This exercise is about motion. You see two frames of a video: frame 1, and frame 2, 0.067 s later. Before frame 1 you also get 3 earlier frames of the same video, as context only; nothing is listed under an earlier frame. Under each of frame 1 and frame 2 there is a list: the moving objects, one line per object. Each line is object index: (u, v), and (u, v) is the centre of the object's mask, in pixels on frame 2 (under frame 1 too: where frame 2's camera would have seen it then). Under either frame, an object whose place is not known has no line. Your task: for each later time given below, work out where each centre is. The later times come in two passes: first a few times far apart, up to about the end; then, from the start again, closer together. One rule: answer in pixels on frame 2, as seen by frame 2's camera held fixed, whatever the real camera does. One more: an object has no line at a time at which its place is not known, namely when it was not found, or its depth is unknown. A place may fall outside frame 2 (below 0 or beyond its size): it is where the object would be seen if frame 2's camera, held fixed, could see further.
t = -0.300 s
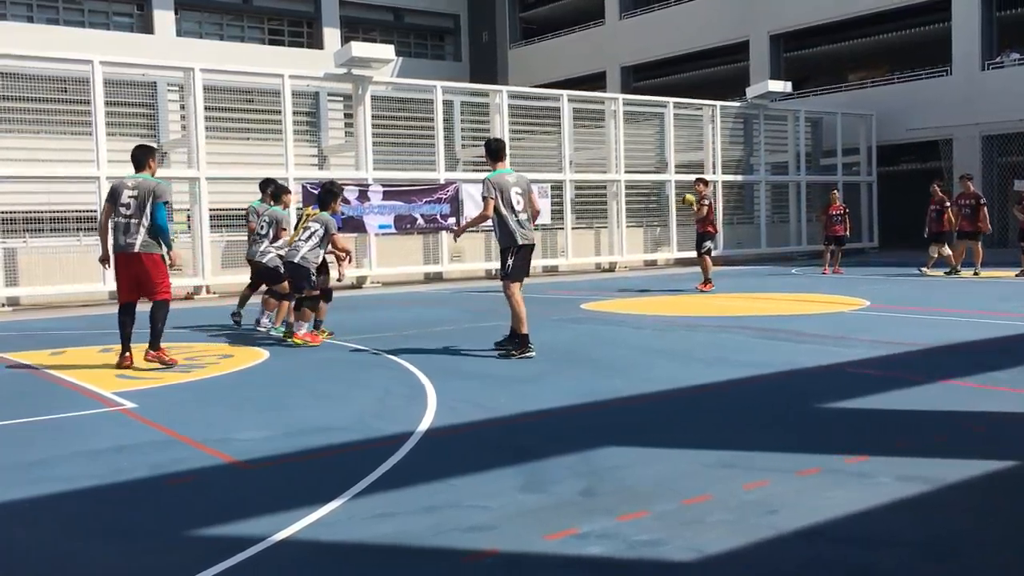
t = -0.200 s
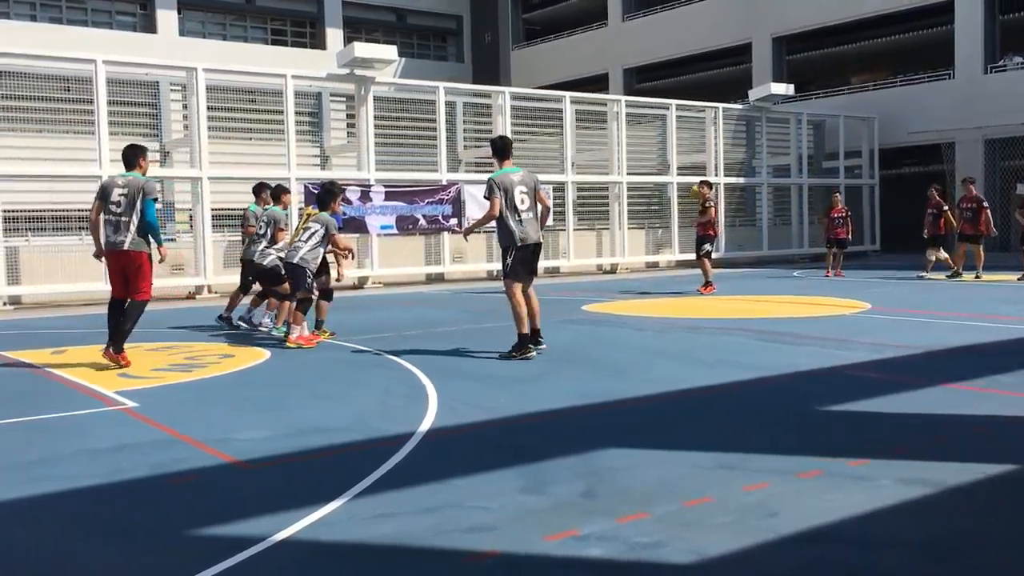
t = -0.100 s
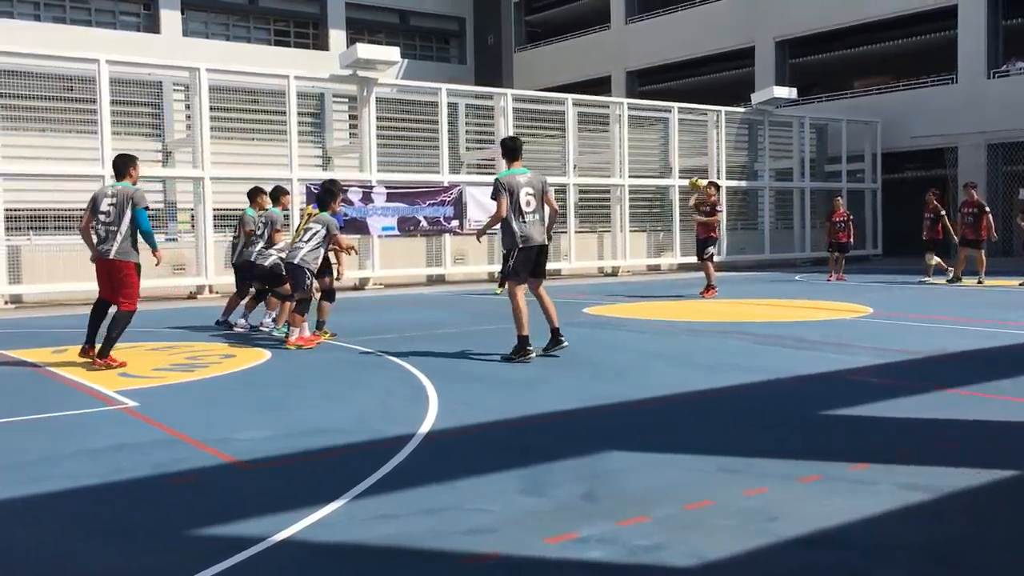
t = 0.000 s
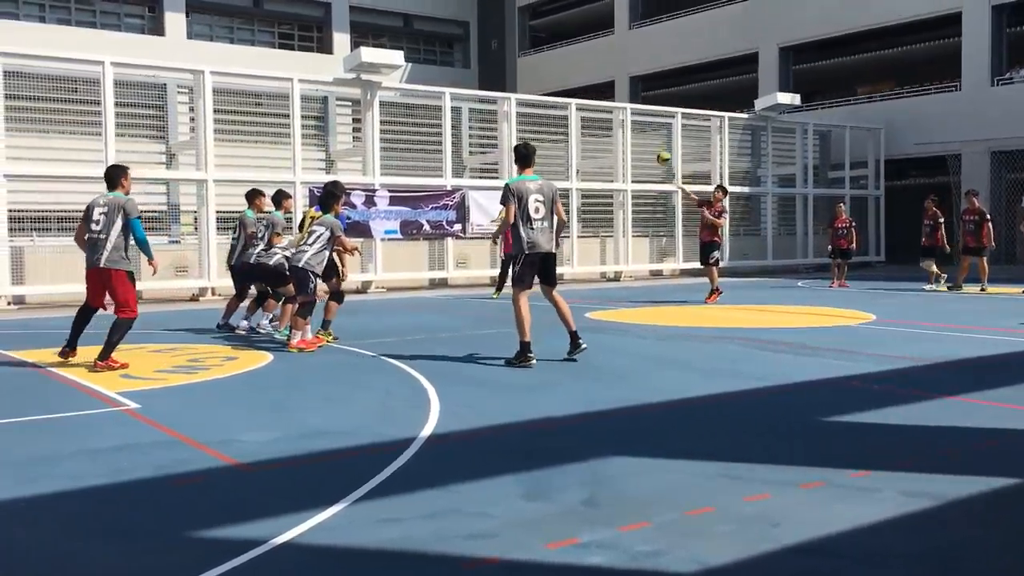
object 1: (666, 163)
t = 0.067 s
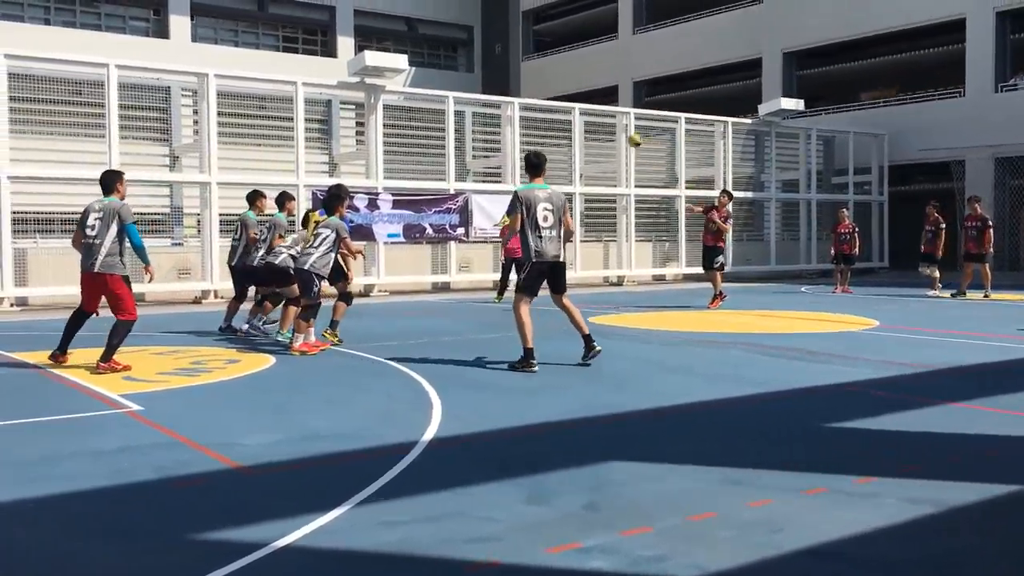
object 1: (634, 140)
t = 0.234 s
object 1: (549, 90)
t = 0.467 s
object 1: (412, 39)
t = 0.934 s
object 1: (56, 41)
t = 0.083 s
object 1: (626, 133)
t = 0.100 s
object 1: (618, 129)
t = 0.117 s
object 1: (610, 124)
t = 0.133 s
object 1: (601, 118)
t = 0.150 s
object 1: (593, 114)
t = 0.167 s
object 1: (585, 109)
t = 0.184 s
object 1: (575, 104)
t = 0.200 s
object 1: (567, 98)
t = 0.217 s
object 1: (558, 94)
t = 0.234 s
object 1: (549, 90)
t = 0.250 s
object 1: (541, 86)
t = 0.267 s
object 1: (532, 81)
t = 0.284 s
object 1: (522, 77)
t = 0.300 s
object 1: (513, 73)
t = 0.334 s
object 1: (494, 65)
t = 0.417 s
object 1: (444, 48)
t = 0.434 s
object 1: (434, 45)
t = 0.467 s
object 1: (412, 39)
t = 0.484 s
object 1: (402, 36)
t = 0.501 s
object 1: (391, 34)
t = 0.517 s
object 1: (380, 32)
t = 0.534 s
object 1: (370, 30)
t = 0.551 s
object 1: (359, 28)
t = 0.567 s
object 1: (348, 27)
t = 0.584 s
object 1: (336, 25)
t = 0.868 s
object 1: (115, 29)
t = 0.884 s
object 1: (101, 31)
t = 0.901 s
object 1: (86, 34)
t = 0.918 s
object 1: (71, 38)
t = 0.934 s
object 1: (56, 41)
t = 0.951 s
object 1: (40, 44)
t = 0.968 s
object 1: (25, 48)
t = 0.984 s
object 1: (9, 52)
